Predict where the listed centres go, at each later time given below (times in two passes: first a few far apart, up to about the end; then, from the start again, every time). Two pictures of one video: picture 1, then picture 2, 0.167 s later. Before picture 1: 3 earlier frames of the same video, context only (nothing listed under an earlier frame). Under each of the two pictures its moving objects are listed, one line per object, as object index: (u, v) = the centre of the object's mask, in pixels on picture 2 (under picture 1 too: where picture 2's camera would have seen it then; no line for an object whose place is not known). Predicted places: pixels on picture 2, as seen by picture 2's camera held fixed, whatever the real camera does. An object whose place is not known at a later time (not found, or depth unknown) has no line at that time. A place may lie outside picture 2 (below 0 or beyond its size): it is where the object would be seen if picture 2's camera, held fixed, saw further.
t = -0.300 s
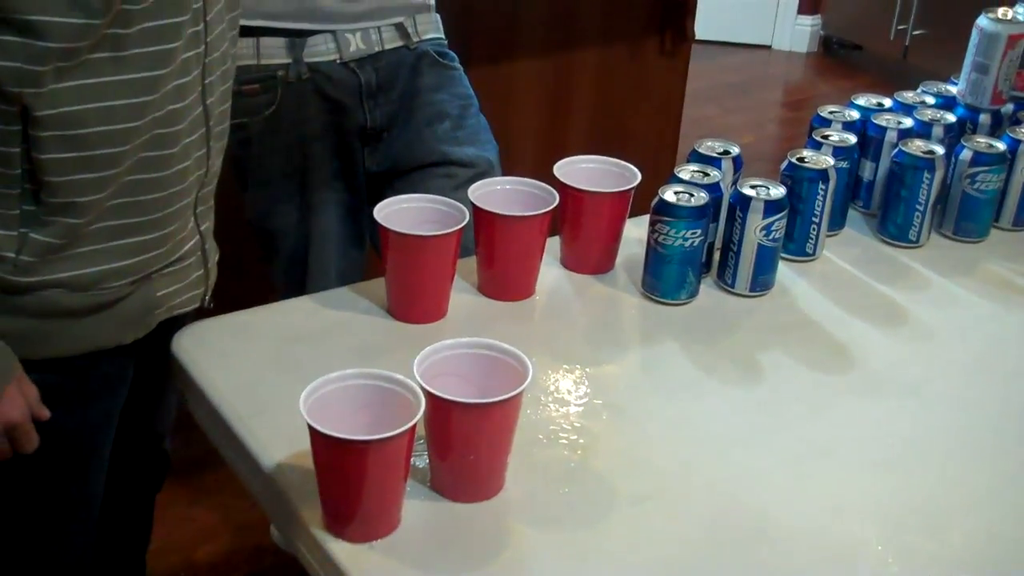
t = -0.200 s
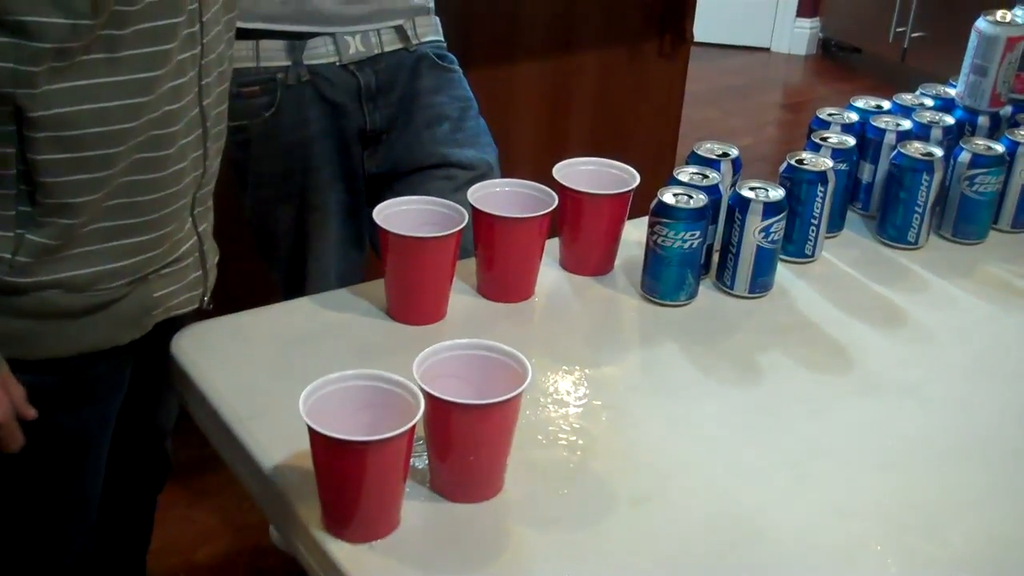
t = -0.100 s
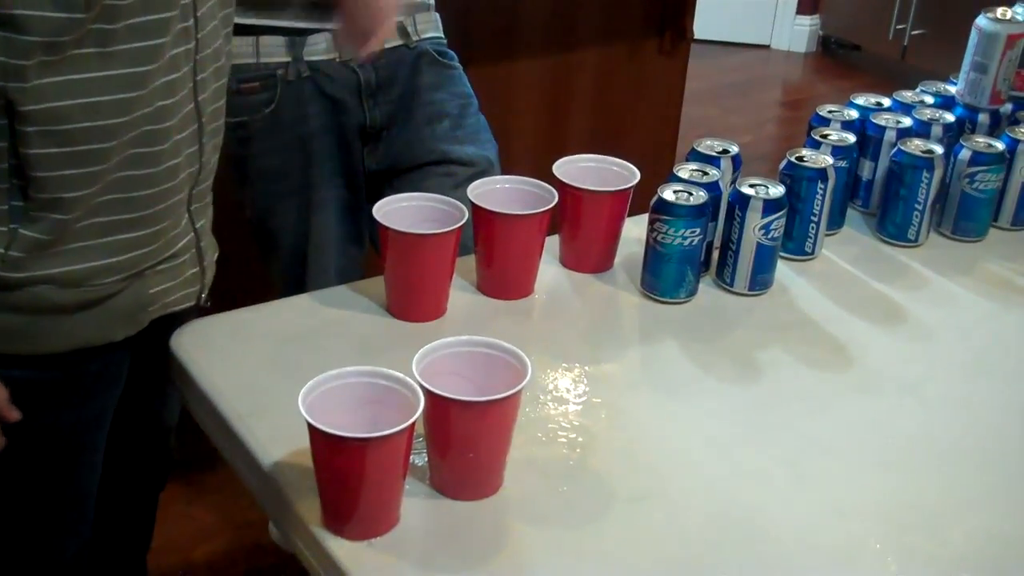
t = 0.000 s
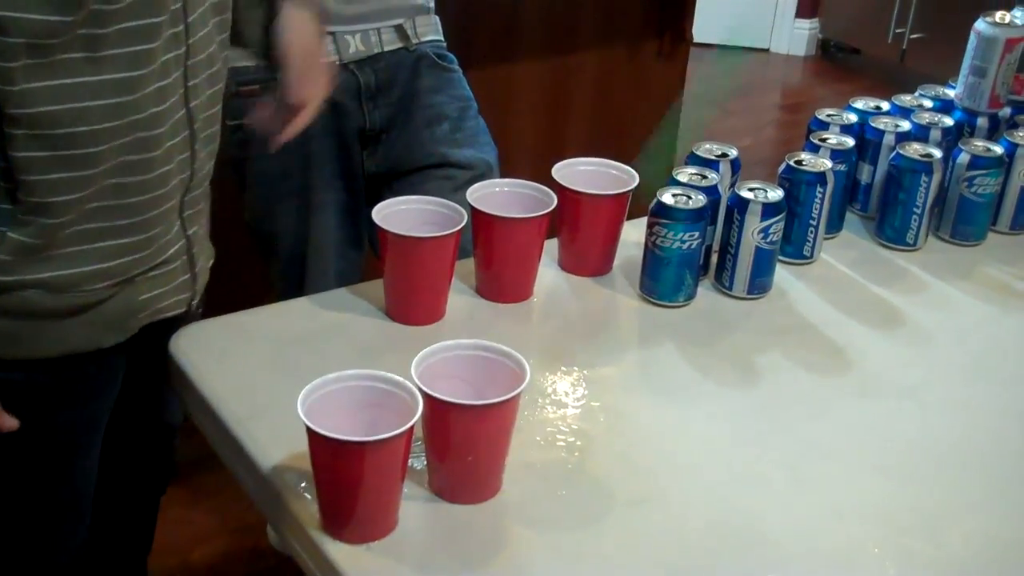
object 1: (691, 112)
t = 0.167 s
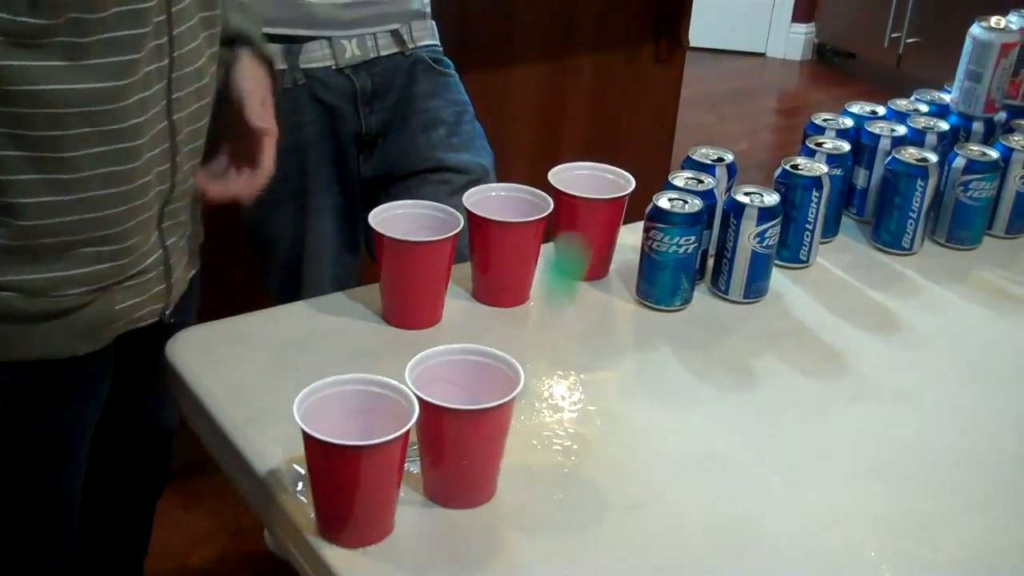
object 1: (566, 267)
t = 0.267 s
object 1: (616, 164)
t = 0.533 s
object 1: (679, 356)
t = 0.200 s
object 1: (580, 227)
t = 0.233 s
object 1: (595, 196)
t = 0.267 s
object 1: (616, 164)
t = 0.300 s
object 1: (629, 155)
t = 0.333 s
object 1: (640, 156)
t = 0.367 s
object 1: (649, 166)
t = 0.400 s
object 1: (656, 182)
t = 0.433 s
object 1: (665, 222)
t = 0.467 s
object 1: (672, 266)
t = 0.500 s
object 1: (676, 309)
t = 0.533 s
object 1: (679, 356)
